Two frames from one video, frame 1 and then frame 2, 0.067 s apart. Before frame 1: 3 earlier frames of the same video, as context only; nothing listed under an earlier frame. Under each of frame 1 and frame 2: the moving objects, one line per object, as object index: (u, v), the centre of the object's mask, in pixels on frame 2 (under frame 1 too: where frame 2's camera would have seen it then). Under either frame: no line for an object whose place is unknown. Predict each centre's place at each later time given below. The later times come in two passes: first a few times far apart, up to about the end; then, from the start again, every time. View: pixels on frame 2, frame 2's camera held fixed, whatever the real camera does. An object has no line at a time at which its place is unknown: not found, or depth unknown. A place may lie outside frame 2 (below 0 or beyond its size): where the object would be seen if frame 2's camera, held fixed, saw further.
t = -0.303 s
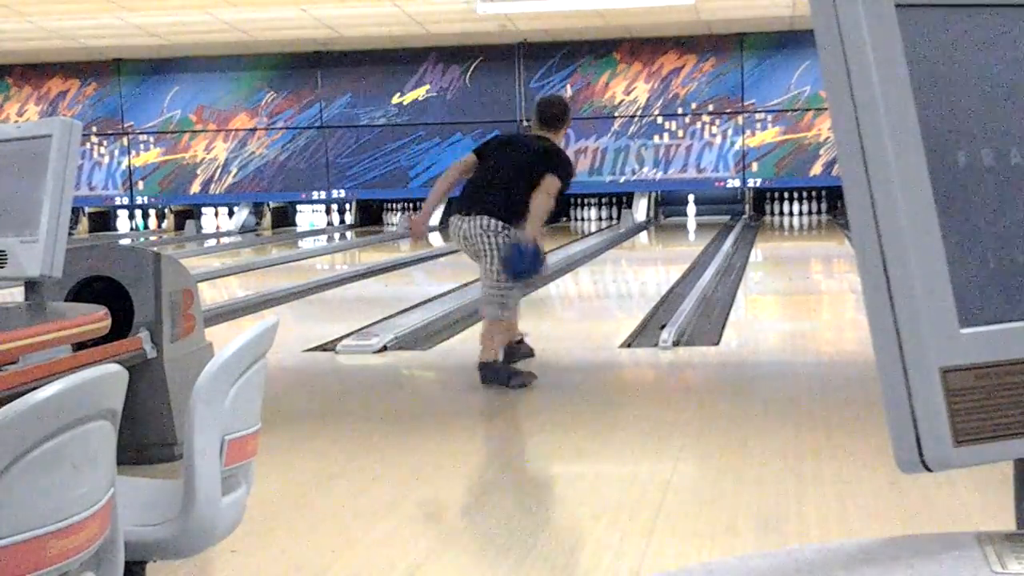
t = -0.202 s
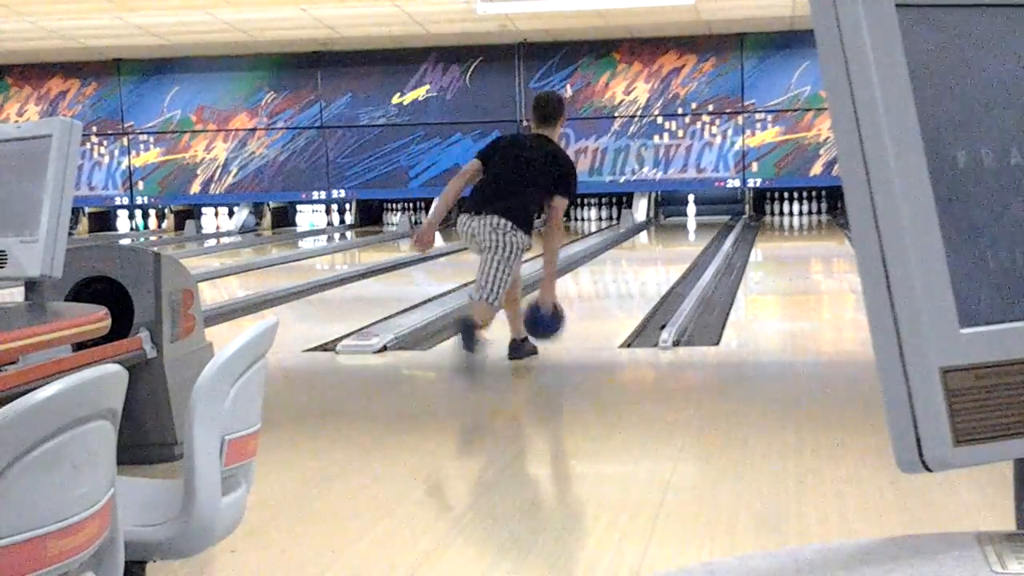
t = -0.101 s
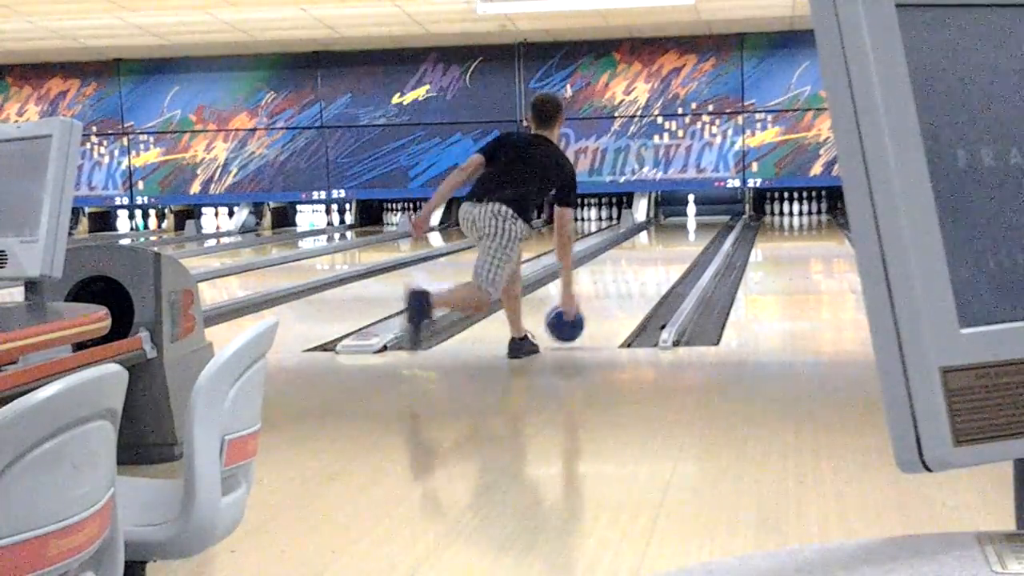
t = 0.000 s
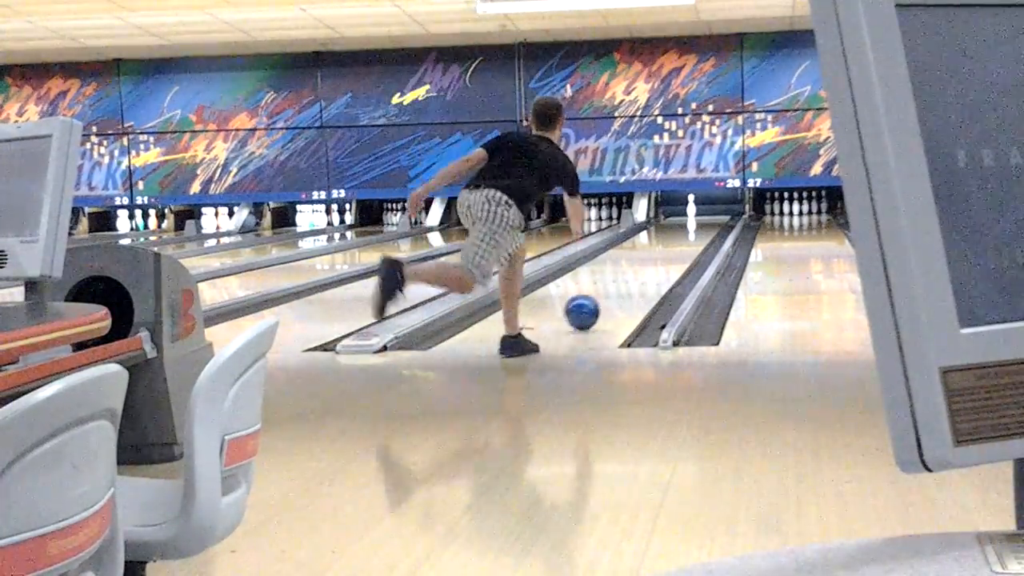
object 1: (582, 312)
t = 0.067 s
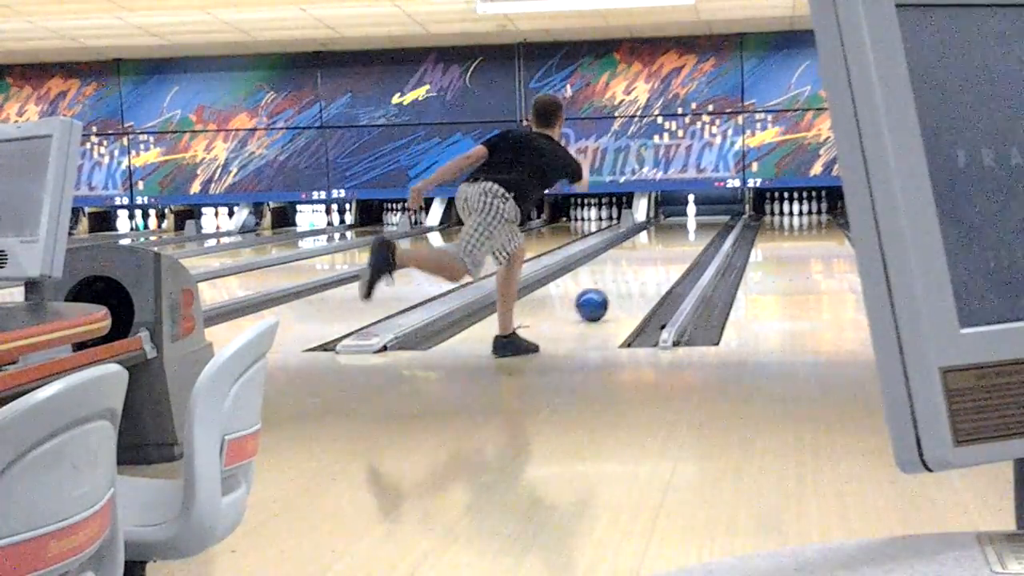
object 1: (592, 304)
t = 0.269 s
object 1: (615, 282)
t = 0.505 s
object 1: (634, 264)
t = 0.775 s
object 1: (650, 250)
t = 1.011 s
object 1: (661, 239)
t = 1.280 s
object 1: (669, 231)
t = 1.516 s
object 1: (676, 224)
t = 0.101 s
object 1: (596, 300)
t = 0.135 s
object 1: (600, 296)
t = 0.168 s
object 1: (604, 292)
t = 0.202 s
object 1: (608, 289)
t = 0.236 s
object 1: (611, 285)
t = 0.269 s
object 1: (615, 282)
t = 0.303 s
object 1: (618, 279)
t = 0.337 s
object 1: (621, 277)
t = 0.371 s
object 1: (624, 274)
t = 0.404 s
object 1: (627, 271)
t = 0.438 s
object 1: (629, 269)
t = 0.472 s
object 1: (632, 267)
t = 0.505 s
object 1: (634, 264)
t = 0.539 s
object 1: (637, 262)
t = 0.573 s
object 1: (639, 261)
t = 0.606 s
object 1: (641, 258)
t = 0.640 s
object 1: (643, 256)
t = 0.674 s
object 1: (645, 255)
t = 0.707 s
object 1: (647, 253)
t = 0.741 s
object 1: (648, 252)
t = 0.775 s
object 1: (650, 250)
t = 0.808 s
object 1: (652, 248)
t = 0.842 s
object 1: (654, 246)
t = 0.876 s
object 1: (655, 245)
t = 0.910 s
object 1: (657, 244)
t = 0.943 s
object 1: (658, 242)
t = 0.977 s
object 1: (659, 241)
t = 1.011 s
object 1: (661, 239)
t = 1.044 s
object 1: (662, 238)
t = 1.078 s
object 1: (663, 237)
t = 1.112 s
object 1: (664, 236)
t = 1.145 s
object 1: (666, 235)
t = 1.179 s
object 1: (667, 233)
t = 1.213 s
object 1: (668, 232)
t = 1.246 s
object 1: (669, 231)
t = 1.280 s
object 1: (669, 231)
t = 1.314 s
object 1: (671, 230)
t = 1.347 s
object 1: (672, 229)
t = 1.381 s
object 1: (672, 228)
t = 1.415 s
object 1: (673, 227)
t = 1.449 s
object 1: (674, 225)
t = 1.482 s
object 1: (675, 224)
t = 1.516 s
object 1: (676, 224)
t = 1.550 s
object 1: (677, 224)
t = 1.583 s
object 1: (678, 223)
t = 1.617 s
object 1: (679, 222)
